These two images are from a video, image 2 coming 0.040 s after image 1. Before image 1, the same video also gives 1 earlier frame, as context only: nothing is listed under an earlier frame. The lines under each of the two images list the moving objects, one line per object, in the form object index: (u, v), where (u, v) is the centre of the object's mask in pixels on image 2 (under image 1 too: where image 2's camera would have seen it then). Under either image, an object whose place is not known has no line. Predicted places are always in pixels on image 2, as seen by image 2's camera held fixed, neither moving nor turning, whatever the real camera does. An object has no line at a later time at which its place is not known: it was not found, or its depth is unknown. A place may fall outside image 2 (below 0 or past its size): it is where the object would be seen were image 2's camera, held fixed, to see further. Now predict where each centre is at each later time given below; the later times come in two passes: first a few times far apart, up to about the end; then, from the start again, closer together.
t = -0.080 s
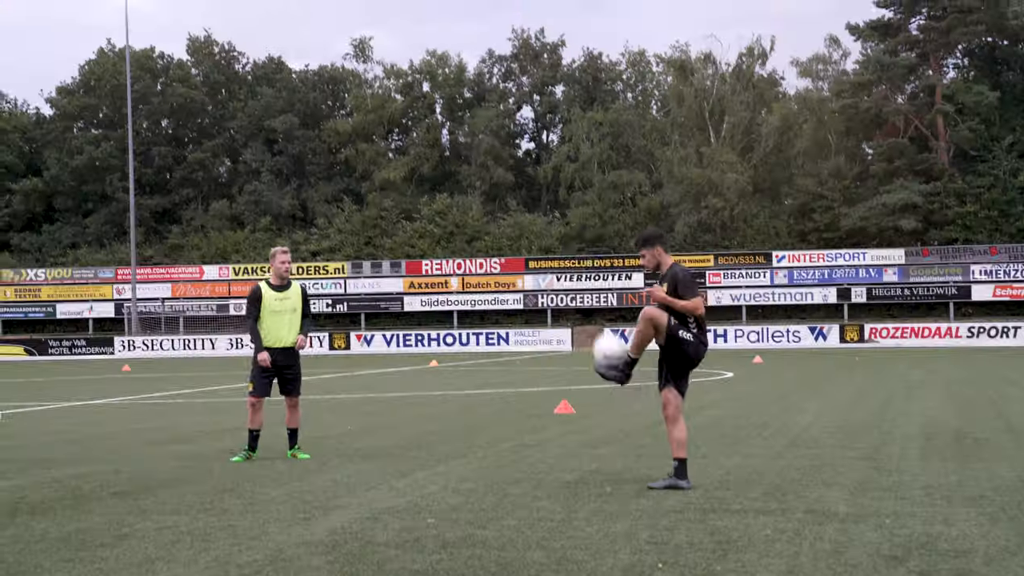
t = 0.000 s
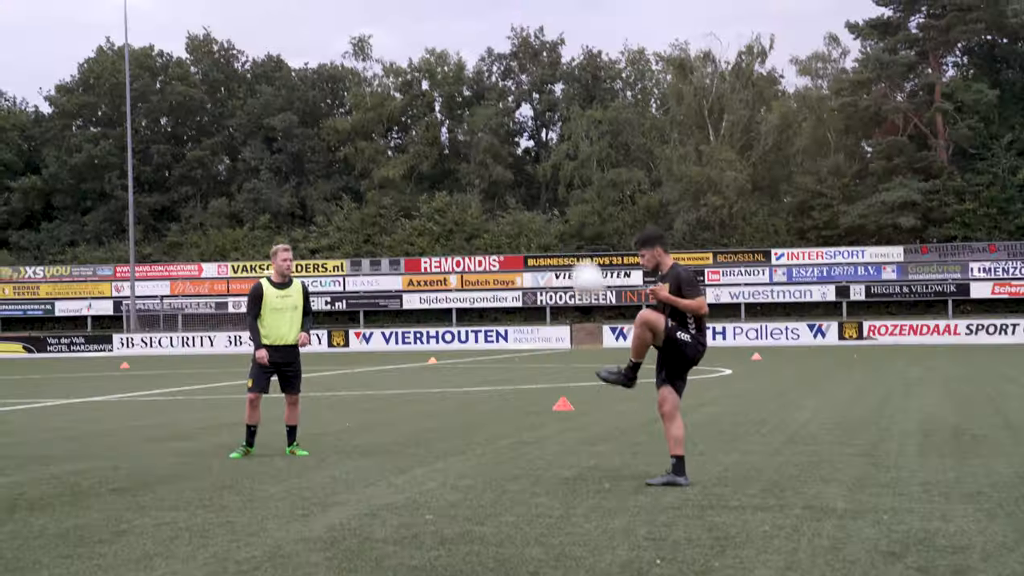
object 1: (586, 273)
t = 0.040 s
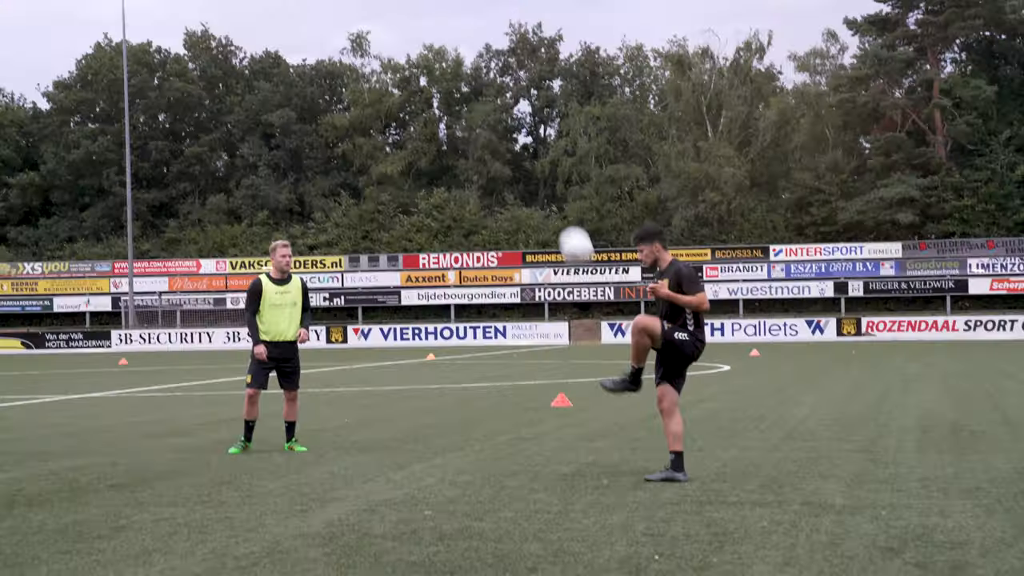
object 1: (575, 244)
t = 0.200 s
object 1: (534, 150)
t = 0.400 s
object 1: (486, 81)
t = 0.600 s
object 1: (440, 65)
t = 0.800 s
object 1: (397, 101)
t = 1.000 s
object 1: (358, 183)
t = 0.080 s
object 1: (565, 219)
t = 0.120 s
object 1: (555, 193)
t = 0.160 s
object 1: (544, 170)
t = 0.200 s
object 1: (534, 150)
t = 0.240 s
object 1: (524, 131)
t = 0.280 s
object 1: (514, 115)
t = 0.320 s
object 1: (504, 100)
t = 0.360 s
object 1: (495, 91)
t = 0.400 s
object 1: (486, 81)
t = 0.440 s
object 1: (475, 73)
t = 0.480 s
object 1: (466, 68)
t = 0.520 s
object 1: (457, 64)
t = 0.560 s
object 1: (449, 63)
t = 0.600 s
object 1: (440, 65)
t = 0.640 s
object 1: (431, 69)
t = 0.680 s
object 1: (422, 74)
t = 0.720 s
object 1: (414, 81)
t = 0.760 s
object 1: (406, 90)
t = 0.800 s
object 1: (397, 101)
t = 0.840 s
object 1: (389, 113)
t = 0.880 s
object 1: (381, 128)
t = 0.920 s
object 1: (373, 146)
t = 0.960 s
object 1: (366, 163)
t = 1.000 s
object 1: (358, 183)
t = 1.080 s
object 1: (344, 228)
